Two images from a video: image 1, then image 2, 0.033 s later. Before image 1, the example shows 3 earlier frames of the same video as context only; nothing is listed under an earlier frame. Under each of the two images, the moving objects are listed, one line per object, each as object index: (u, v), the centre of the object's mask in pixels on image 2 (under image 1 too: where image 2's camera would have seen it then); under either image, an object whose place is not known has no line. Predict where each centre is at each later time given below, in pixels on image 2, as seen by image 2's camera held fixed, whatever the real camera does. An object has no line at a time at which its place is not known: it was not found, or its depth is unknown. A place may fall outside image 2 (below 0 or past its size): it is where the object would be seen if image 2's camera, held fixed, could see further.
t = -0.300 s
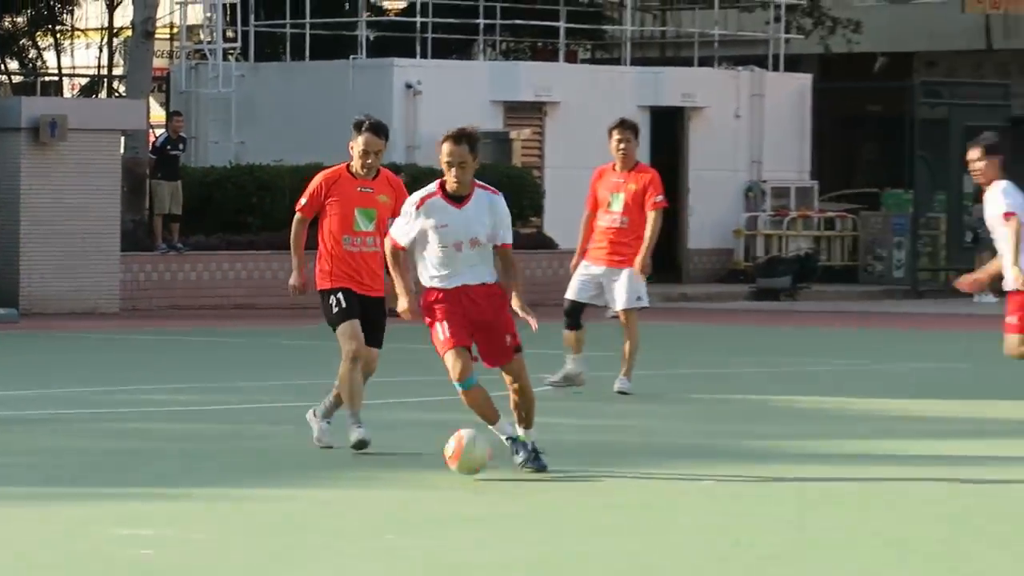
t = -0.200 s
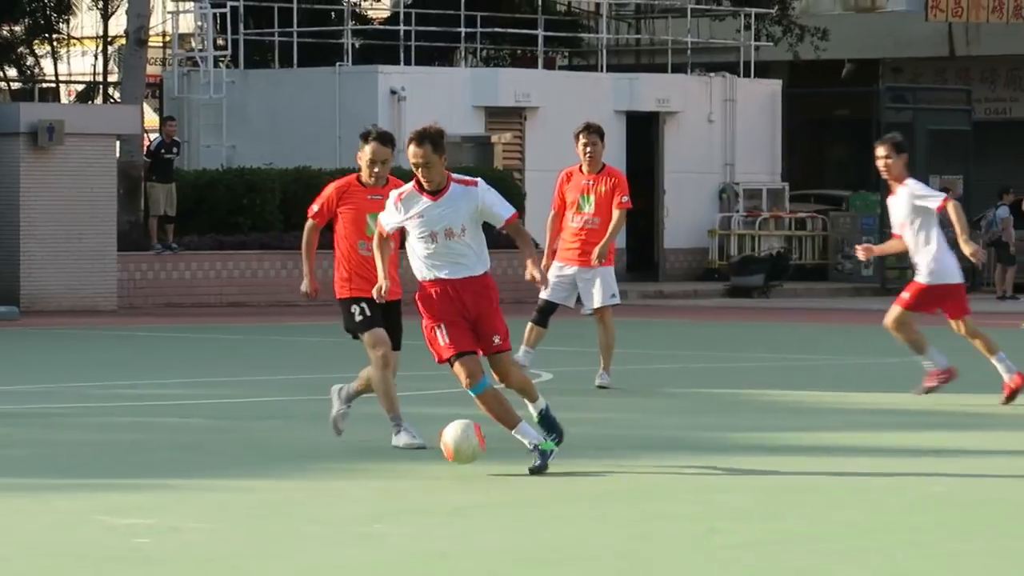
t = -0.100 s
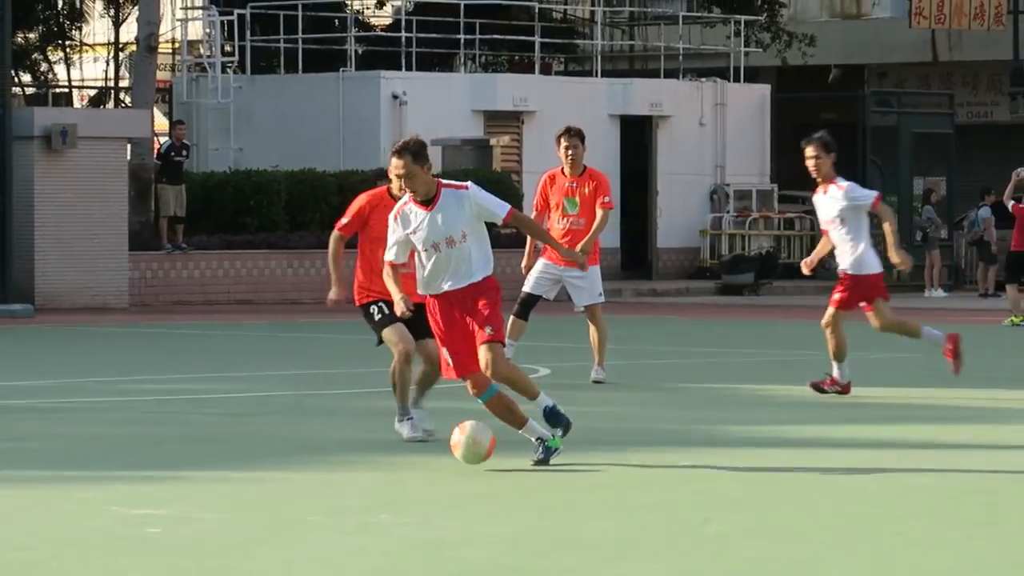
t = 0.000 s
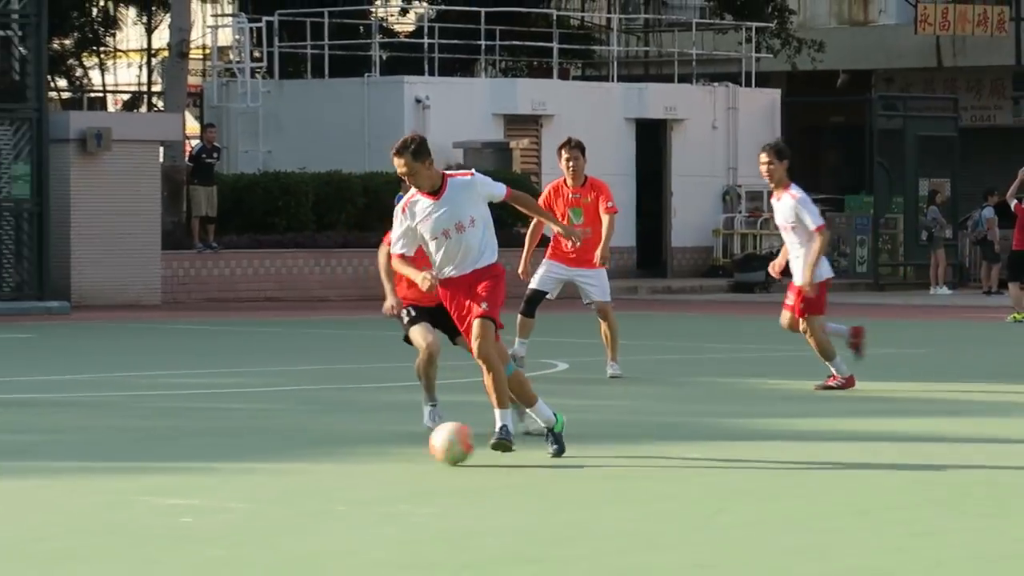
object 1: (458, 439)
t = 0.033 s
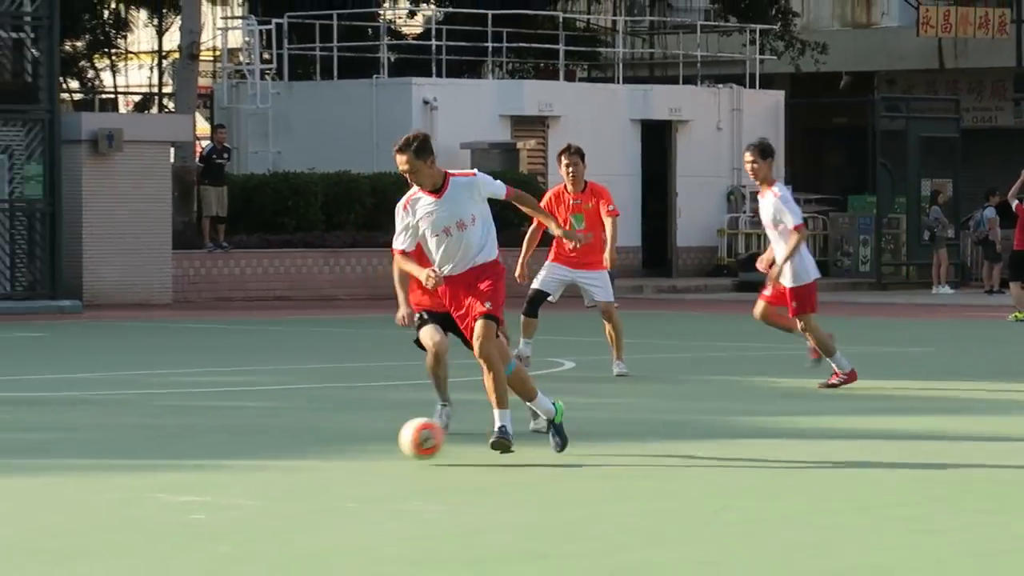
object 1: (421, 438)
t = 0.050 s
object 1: (401, 437)
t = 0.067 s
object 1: (386, 437)
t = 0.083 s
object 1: (364, 437)
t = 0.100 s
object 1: (344, 437)
